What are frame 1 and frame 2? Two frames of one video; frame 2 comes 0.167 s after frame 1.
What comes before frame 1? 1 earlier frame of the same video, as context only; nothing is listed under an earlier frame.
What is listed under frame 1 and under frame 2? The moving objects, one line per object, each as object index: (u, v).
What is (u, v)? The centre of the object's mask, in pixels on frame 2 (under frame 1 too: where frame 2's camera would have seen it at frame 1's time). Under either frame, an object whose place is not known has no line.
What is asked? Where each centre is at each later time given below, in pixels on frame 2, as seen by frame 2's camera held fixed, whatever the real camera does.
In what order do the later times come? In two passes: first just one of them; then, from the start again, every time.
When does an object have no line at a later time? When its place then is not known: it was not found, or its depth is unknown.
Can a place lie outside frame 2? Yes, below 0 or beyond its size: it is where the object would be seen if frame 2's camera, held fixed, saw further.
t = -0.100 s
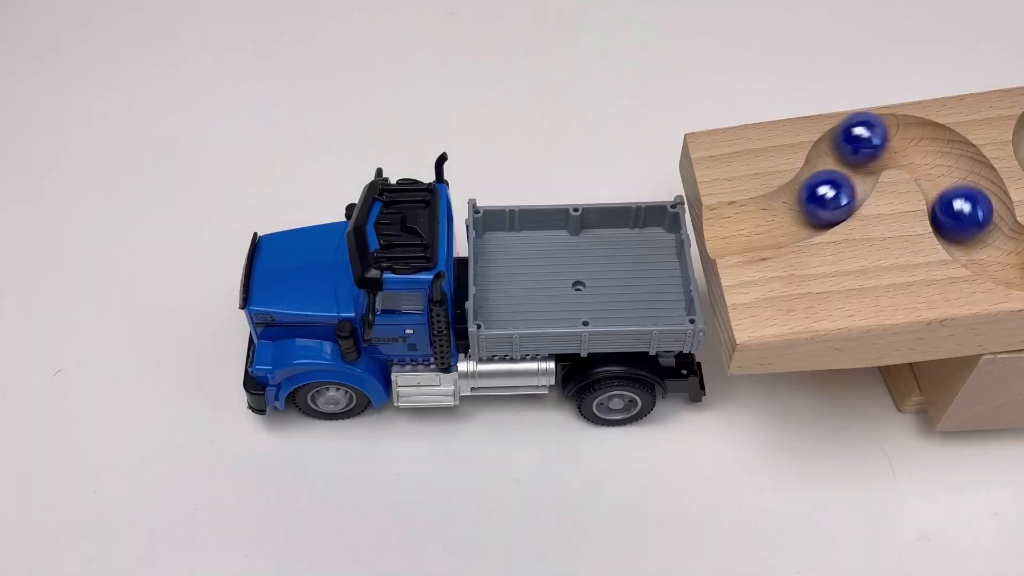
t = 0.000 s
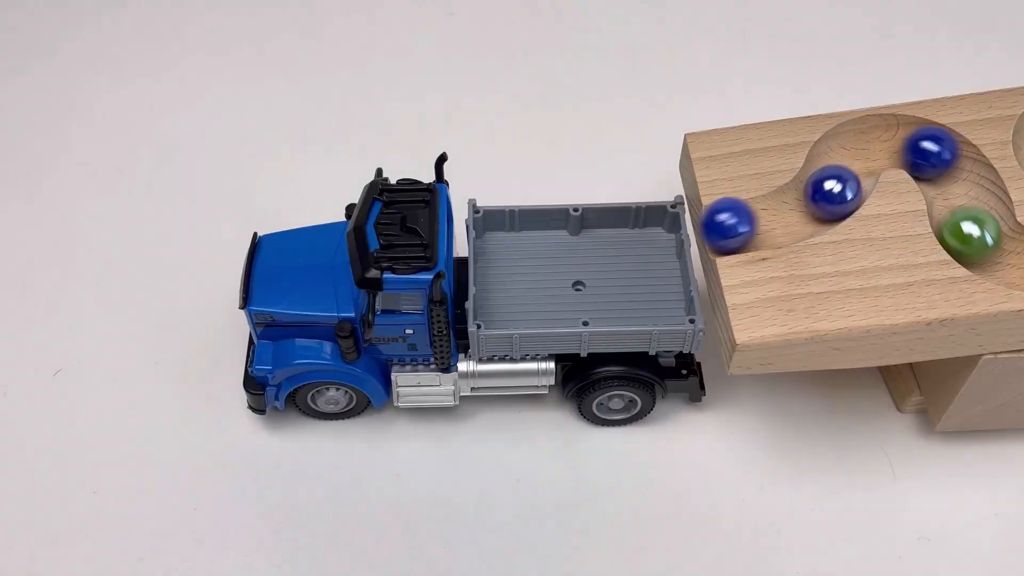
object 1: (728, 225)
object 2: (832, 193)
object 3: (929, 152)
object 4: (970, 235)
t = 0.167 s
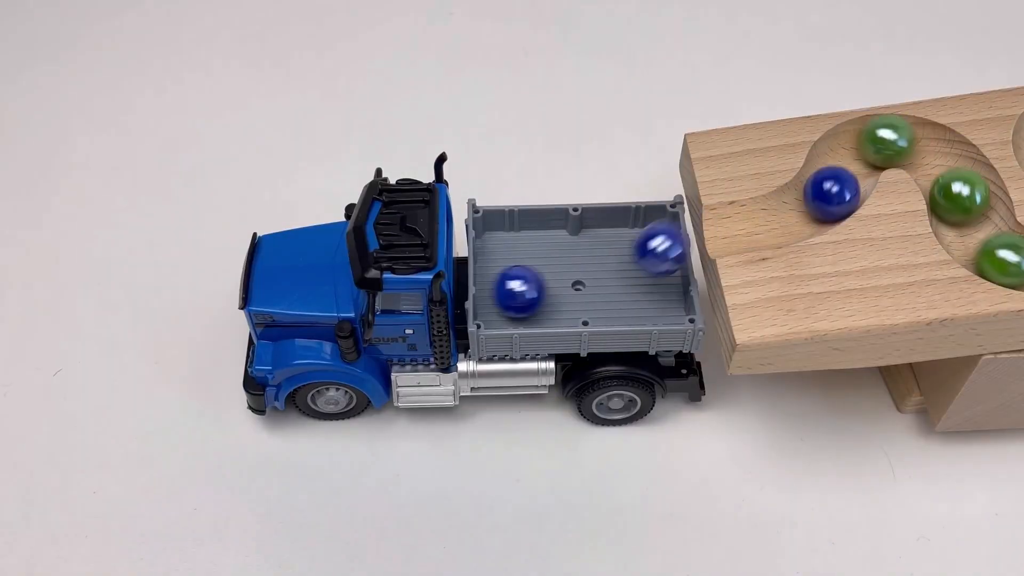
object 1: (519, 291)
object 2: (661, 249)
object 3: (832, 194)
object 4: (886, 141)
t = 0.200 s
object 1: (511, 288)
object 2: (618, 278)
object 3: (816, 208)
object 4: (857, 140)
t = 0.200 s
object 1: (511, 288)
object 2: (618, 278)
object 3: (816, 208)
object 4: (857, 140)
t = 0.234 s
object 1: (523, 285)
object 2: (579, 279)
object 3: (785, 216)
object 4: (841, 156)
